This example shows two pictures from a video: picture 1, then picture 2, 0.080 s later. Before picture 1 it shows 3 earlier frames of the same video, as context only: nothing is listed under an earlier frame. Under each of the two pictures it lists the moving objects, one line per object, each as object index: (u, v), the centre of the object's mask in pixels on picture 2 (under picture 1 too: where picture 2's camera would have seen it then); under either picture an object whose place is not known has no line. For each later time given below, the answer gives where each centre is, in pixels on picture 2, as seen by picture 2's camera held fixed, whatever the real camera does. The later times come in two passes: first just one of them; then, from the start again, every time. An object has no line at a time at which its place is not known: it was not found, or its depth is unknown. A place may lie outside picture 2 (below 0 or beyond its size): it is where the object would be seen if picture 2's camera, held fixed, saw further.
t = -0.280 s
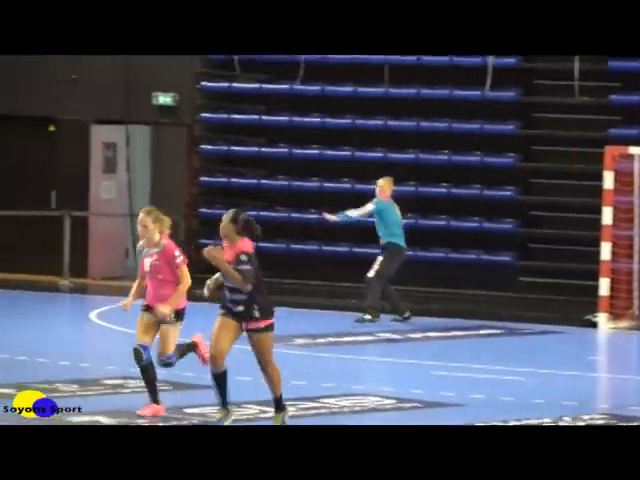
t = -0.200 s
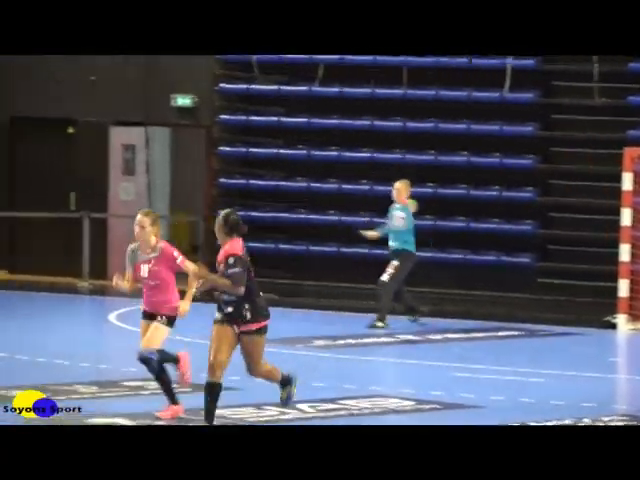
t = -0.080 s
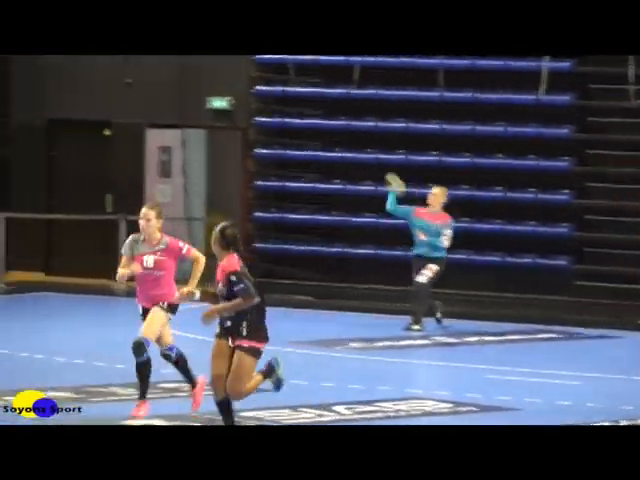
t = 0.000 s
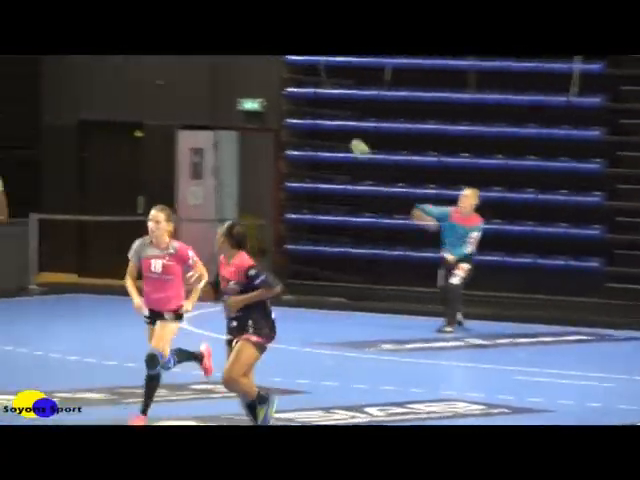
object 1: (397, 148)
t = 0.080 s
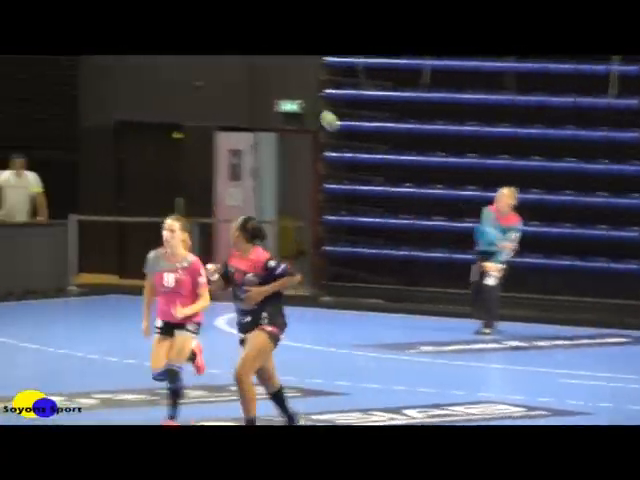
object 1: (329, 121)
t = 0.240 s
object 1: (182, 65)
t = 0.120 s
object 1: (290, 106)
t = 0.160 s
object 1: (257, 92)
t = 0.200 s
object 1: (220, 78)
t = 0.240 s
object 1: (182, 65)
